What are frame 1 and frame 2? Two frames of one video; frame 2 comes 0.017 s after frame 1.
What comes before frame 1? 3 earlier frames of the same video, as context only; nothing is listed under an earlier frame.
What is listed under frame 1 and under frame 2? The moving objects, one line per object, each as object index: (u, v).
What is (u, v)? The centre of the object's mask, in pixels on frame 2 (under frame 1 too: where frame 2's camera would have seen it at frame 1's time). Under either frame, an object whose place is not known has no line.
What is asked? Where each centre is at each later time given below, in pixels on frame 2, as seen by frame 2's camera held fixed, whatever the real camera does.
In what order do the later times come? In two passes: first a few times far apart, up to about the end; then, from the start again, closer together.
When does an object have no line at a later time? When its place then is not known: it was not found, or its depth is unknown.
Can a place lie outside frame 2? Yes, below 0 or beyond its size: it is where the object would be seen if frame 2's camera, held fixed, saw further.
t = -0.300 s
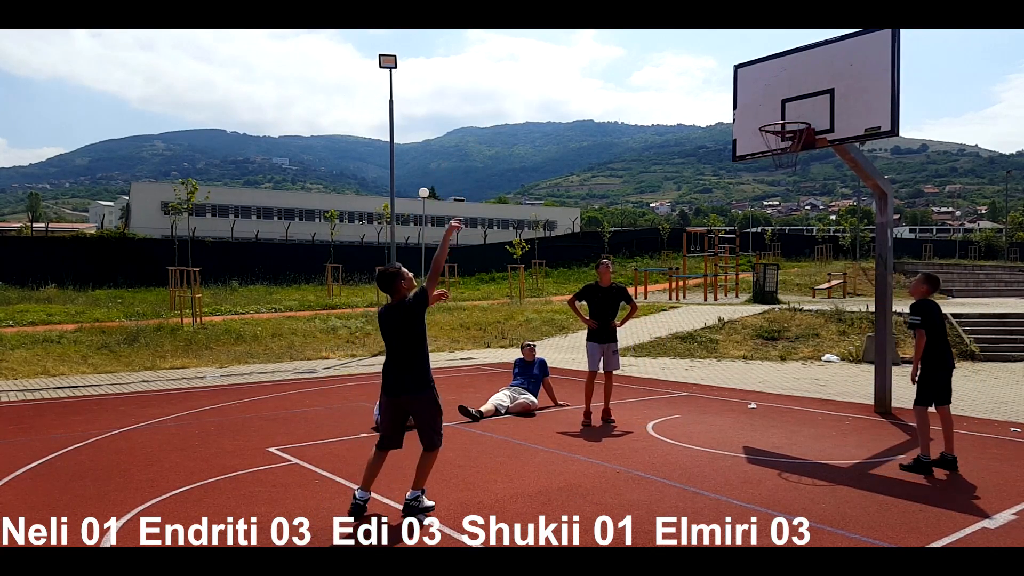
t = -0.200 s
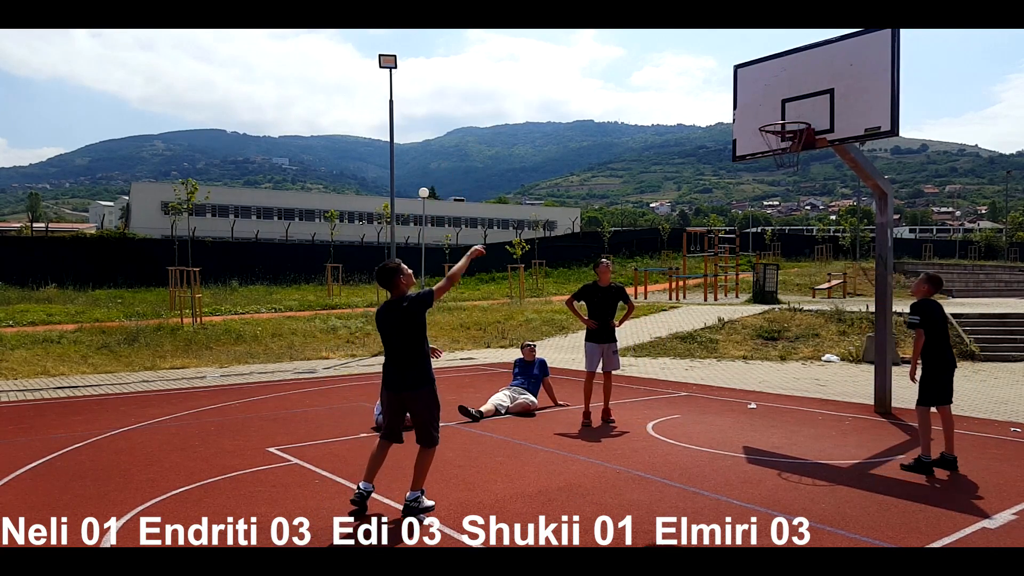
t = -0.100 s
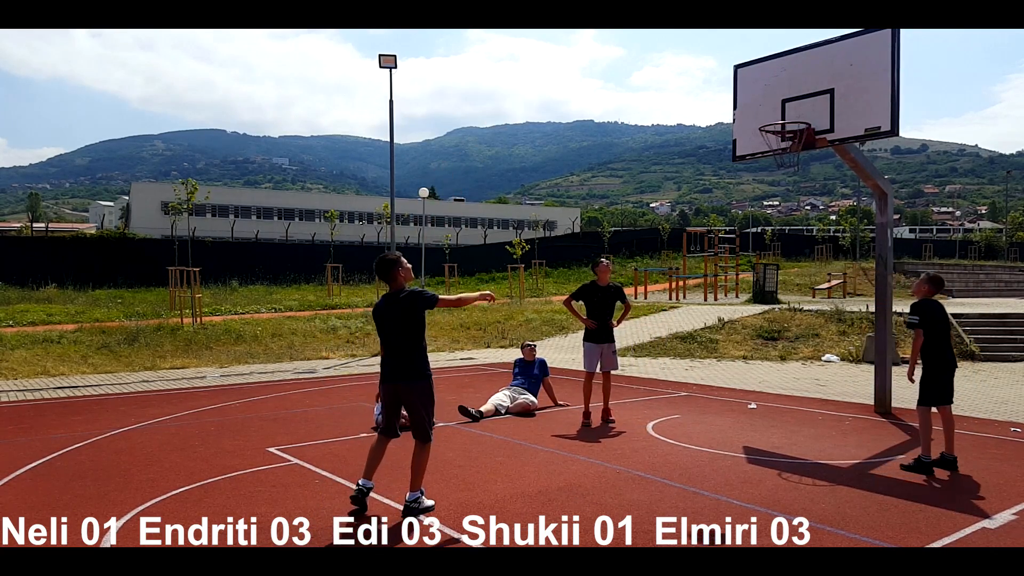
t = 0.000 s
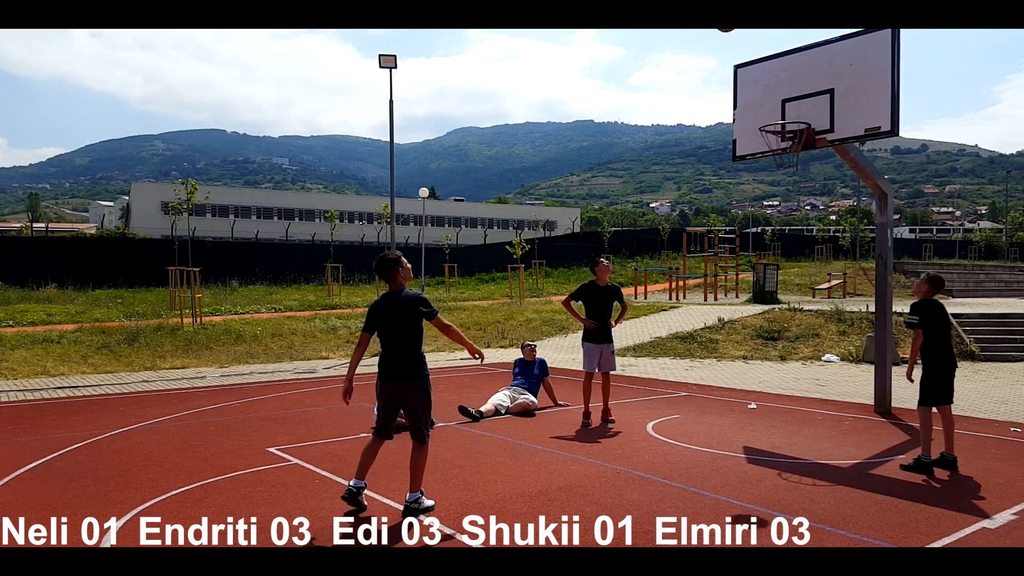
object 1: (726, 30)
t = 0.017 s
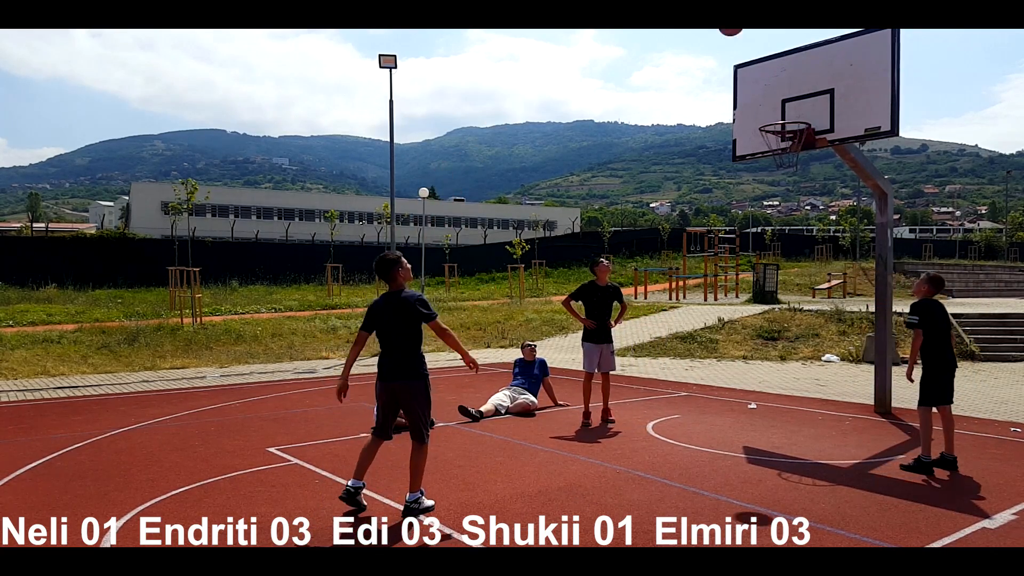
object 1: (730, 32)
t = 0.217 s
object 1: (780, 90)
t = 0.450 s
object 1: (745, 78)
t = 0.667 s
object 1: (673, 56)
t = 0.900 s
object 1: (592, 90)
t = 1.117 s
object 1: (512, 182)
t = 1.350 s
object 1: (423, 354)
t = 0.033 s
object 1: (735, 33)
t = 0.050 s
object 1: (739, 35)
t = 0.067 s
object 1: (744, 38)
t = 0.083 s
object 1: (748, 41)
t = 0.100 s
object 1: (753, 46)
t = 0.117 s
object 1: (757, 52)
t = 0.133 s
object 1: (761, 58)
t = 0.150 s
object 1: (764, 64)
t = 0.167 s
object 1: (768, 70)
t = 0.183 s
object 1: (772, 77)
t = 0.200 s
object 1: (776, 83)
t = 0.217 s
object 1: (780, 90)
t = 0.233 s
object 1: (784, 97)
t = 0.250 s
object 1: (787, 105)
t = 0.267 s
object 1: (791, 111)
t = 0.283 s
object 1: (795, 119)
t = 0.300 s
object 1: (792, 119)
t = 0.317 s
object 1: (787, 111)
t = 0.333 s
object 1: (782, 107)
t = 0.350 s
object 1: (777, 102)
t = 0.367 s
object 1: (772, 98)
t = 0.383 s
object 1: (766, 93)
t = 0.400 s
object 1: (761, 89)
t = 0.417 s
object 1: (756, 85)
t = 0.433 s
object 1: (751, 81)
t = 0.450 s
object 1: (745, 78)
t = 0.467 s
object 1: (740, 74)
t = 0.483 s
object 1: (735, 71)
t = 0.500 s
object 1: (729, 68)
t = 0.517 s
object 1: (724, 66)
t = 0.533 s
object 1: (718, 64)
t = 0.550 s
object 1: (713, 62)
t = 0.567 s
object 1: (707, 60)
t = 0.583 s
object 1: (702, 59)
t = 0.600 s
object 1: (696, 57)
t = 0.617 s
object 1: (691, 57)
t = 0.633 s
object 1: (685, 56)
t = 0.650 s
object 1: (679, 56)
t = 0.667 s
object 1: (673, 56)
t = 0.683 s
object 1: (668, 56)
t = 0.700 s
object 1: (662, 57)
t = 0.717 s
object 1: (656, 57)
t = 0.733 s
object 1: (651, 59)
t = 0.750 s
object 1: (645, 60)
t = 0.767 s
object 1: (639, 62)
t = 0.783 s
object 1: (633, 65)
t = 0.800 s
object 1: (627, 67)
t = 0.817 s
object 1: (621, 70)
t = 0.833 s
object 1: (616, 74)
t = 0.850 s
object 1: (610, 77)
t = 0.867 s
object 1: (604, 81)
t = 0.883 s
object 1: (598, 85)
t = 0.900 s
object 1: (592, 90)
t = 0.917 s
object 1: (586, 95)
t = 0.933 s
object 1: (580, 101)
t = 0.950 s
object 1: (574, 106)
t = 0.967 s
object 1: (567, 112)
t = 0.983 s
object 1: (561, 119)
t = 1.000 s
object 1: (555, 126)
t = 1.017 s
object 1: (549, 133)
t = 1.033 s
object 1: (543, 140)
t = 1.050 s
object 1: (537, 148)
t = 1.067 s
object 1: (531, 156)
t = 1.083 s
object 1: (524, 164)
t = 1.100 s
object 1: (518, 174)
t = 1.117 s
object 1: (512, 182)
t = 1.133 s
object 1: (506, 192)
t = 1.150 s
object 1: (499, 202)
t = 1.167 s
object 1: (493, 213)
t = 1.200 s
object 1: (480, 235)
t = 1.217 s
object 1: (474, 247)
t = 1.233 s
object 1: (468, 258)
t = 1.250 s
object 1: (461, 271)
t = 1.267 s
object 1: (455, 283)
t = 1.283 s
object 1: (448, 297)
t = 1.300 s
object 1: (442, 310)
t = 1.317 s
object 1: (436, 324)
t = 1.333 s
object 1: (429, 339)
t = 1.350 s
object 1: (423, 354)
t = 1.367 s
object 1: (416, 369)
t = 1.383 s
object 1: (410, 385)
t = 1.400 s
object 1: (403, 401)
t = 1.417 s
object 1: (396, 418)
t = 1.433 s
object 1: (390, 435)
